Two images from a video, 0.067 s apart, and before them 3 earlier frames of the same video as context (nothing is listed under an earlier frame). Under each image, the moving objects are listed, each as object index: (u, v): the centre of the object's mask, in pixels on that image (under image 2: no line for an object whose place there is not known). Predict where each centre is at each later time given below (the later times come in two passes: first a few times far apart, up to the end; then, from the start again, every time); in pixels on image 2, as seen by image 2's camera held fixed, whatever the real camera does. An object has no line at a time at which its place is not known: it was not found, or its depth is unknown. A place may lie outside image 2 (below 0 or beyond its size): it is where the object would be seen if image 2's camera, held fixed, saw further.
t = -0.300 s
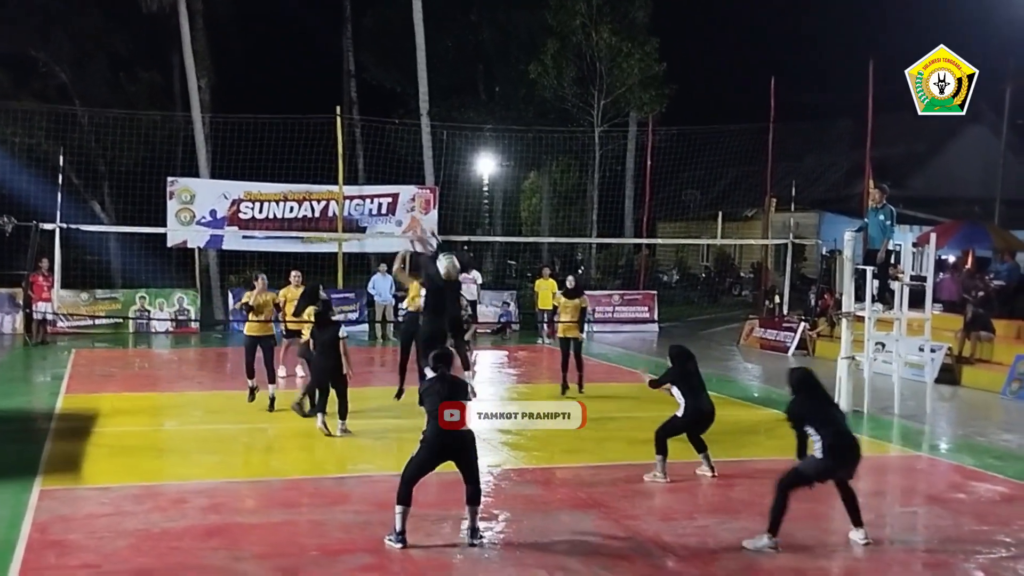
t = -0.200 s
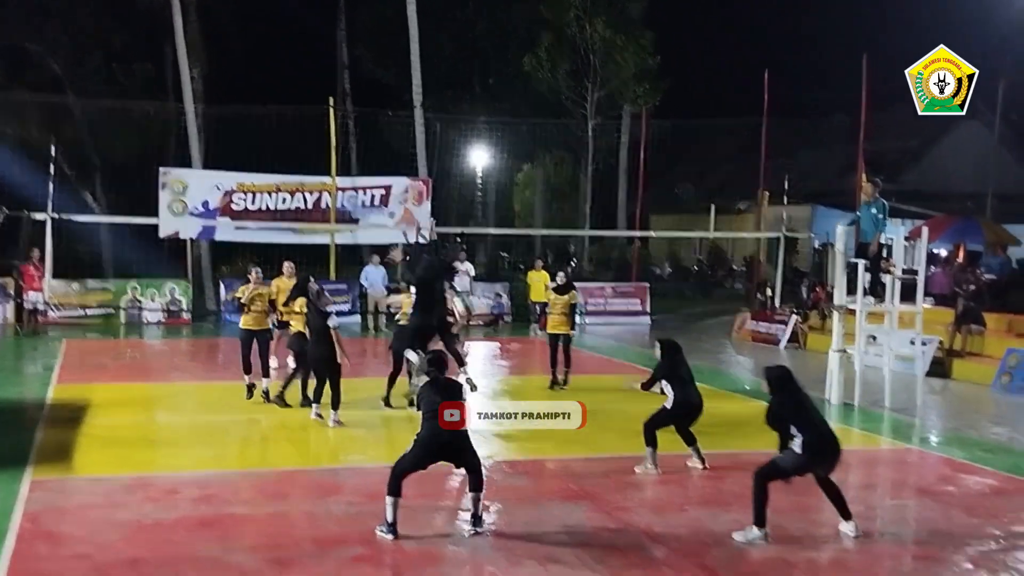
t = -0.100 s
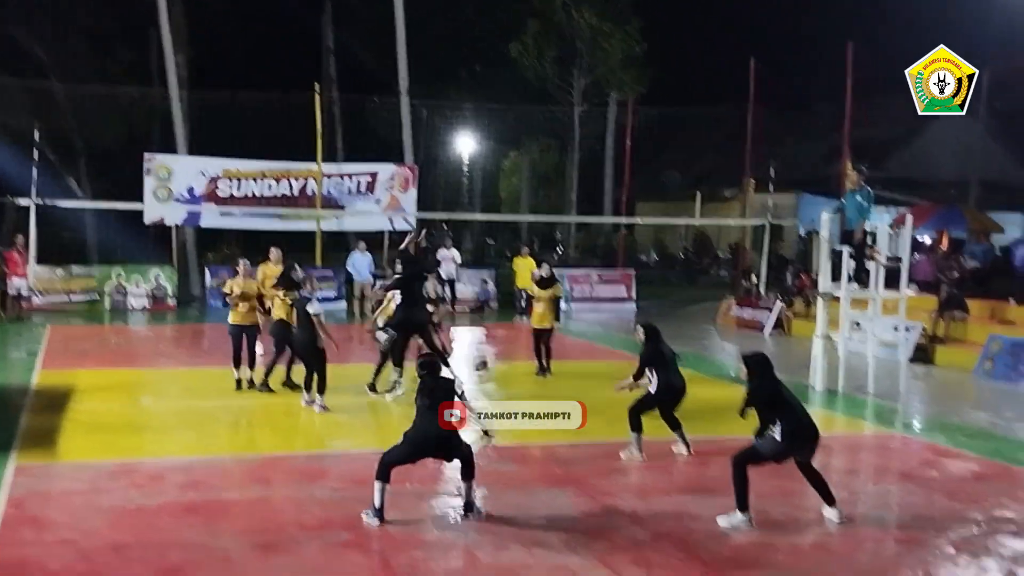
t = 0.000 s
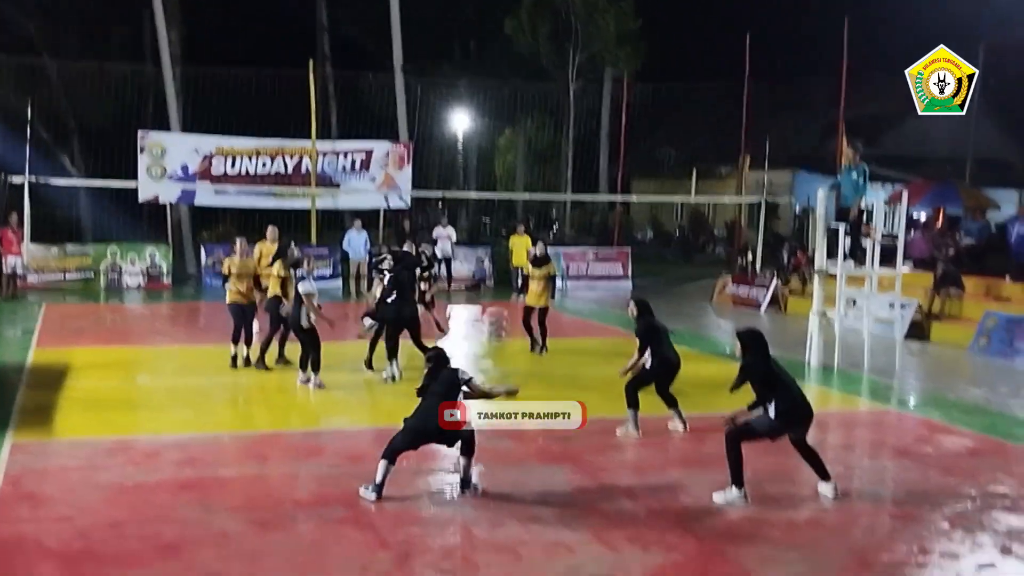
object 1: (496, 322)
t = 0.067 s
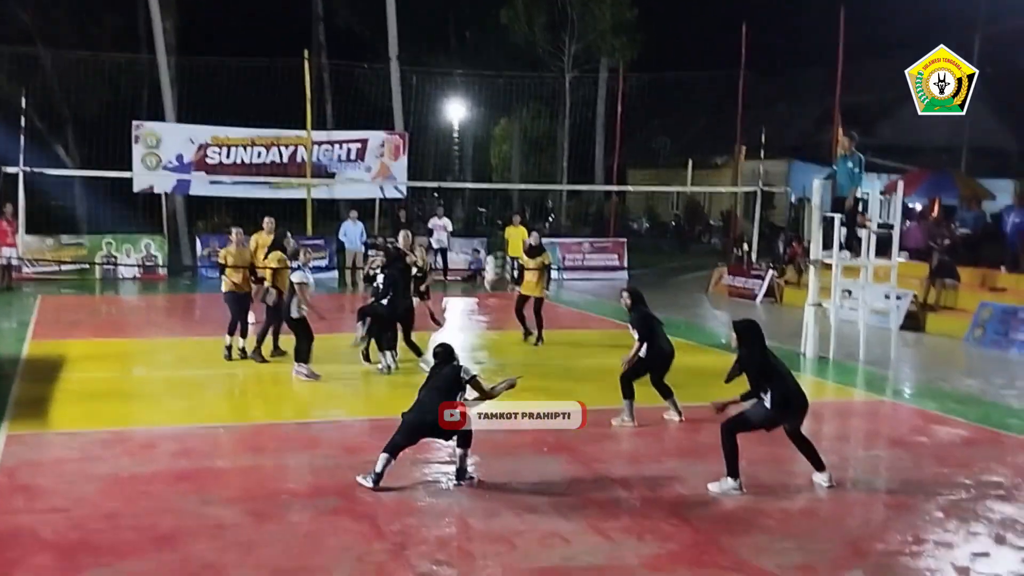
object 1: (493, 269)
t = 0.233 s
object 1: (514, 168)
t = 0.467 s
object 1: (532, 92)
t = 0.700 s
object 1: (547, 81)
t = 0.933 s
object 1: (557, 123)
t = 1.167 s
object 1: (565, 210)
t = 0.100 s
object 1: (497, 248)
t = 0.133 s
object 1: (503, 222)
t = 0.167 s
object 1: (507, 205)
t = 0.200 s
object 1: (510, 187)
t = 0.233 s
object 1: (514, 168)
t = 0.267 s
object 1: (516, 154)
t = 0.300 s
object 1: (519, 140)
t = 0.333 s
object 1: (522, 128)
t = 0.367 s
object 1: (525, 116)
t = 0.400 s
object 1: (527, 108)
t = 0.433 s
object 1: (529, 99)
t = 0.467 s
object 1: (532, 92)
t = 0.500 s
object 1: (535, 87)
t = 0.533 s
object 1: (537, 83)
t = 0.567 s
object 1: (539, 80)
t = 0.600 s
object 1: (541, 78)
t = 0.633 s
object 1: (543, 78)
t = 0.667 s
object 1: (545, 78)
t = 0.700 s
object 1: (547, 81)
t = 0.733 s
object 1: (548, 83)
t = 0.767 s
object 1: (550, 87)
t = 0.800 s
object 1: (552, 93)
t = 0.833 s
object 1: (553, 98)
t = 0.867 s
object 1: (554, 106)
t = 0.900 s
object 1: (556, 115)
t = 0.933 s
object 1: (557, 123)
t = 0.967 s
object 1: (558, 132)
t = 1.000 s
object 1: (559, 144)
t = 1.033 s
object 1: (561, 155)
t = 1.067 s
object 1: (562, 168)
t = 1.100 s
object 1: (562, 180)
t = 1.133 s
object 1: (563, 193)
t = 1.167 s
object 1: (565, 210)
